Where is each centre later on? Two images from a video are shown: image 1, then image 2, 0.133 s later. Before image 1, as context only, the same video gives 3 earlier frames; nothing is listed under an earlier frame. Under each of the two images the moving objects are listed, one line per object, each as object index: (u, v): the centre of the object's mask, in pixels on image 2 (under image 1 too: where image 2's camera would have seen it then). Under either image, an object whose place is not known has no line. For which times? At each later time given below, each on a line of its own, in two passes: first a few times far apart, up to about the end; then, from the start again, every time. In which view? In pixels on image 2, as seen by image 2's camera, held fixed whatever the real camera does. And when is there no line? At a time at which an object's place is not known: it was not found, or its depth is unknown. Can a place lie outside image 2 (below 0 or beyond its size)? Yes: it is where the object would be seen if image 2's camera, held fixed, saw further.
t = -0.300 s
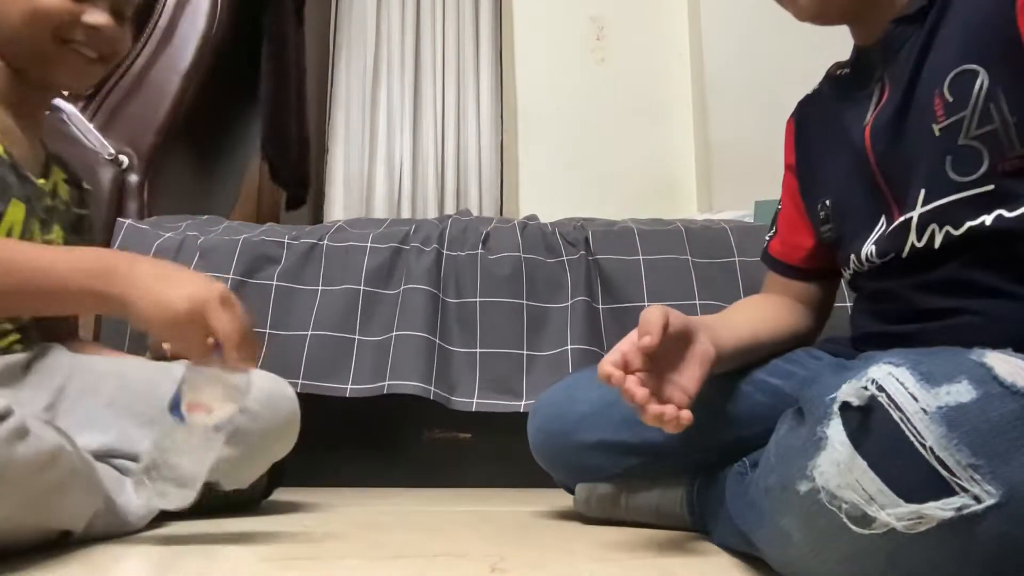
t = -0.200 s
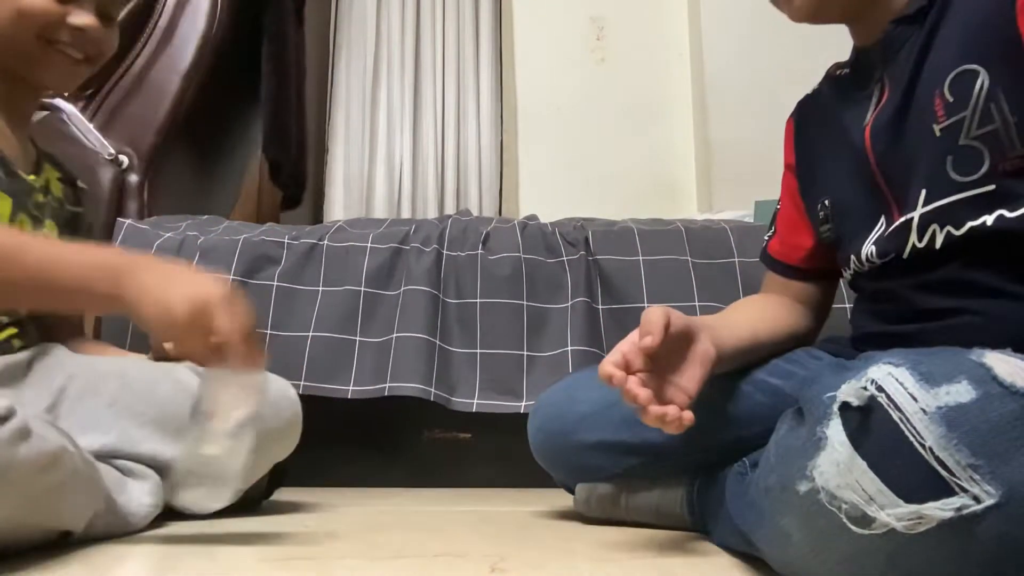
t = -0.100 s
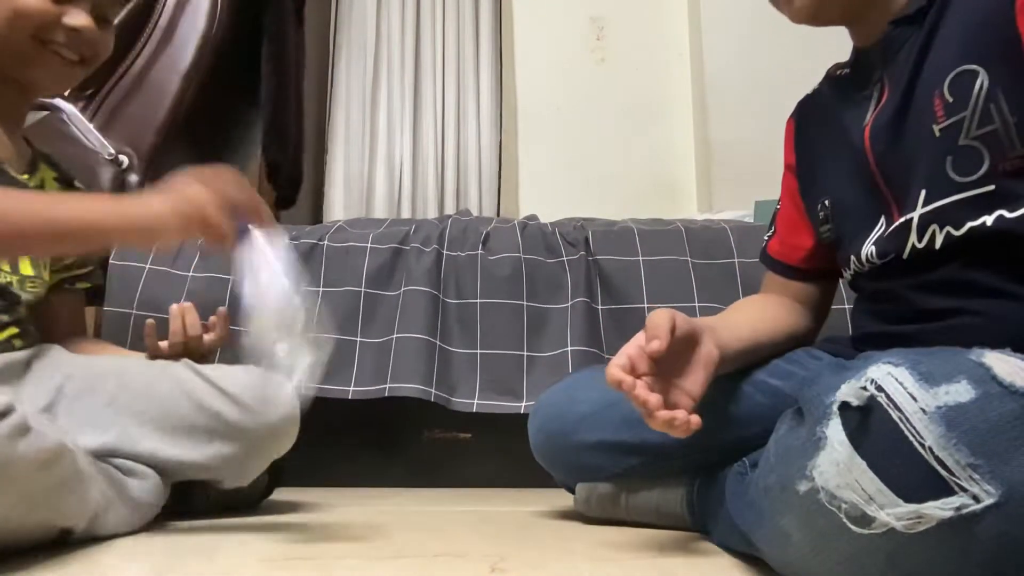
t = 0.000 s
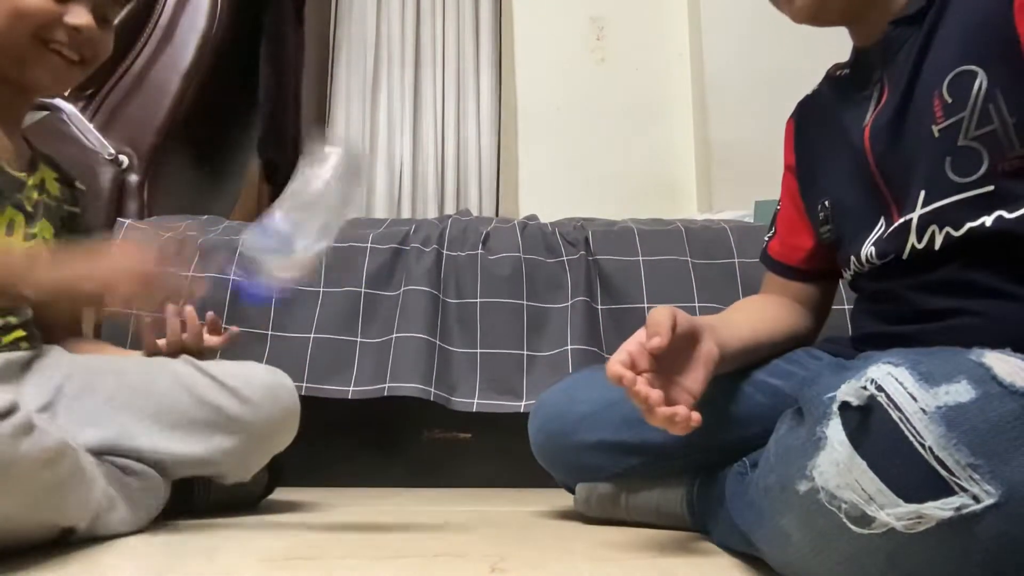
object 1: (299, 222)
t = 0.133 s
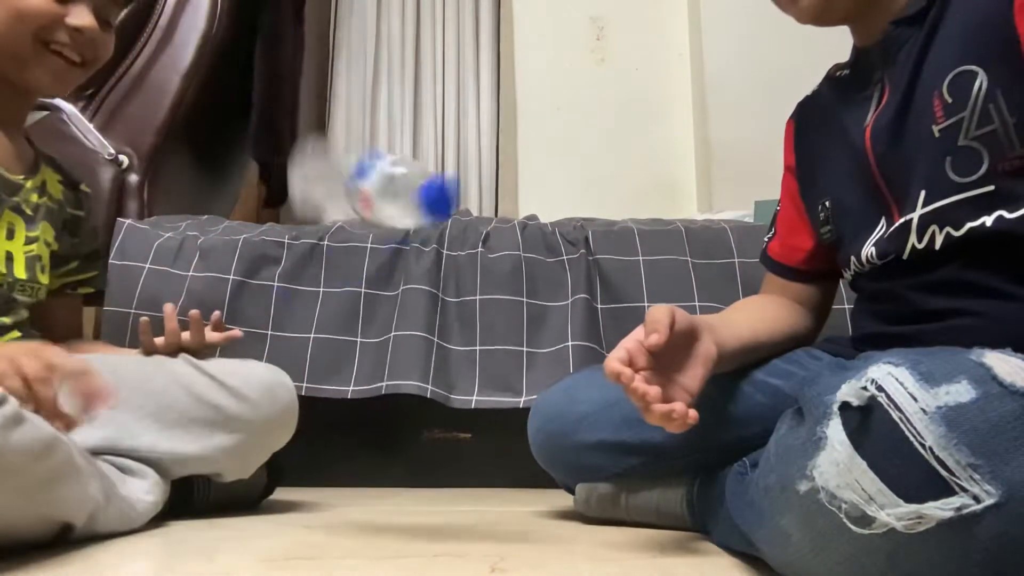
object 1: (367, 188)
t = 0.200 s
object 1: (378, 257)
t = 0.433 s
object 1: (439, 533)
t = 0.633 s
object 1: (438, 539)
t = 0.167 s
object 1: (371, 215)
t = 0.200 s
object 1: (378, 257)
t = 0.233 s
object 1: (380, 317)
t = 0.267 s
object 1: (386, 390)
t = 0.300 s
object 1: (392, 460)
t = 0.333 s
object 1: (406, 466)
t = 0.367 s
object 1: (421, 477)
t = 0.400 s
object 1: (437, 501)
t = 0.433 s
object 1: (439, 533)
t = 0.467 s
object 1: (443, 535)
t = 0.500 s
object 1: (446, 537)
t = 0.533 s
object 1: (443, 538)
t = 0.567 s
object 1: (441, 539)
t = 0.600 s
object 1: (439, 539)
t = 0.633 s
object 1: (438, 539)
